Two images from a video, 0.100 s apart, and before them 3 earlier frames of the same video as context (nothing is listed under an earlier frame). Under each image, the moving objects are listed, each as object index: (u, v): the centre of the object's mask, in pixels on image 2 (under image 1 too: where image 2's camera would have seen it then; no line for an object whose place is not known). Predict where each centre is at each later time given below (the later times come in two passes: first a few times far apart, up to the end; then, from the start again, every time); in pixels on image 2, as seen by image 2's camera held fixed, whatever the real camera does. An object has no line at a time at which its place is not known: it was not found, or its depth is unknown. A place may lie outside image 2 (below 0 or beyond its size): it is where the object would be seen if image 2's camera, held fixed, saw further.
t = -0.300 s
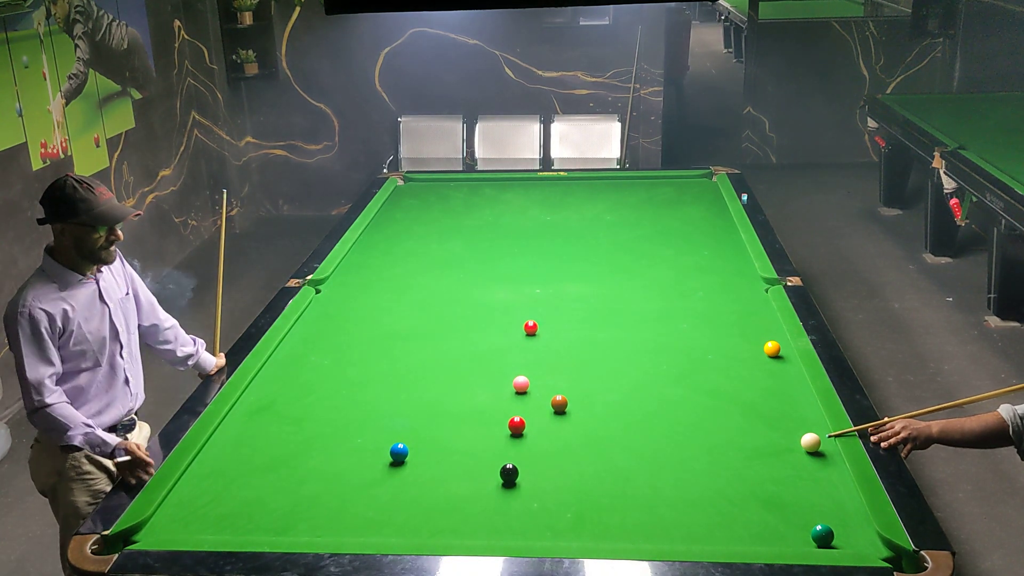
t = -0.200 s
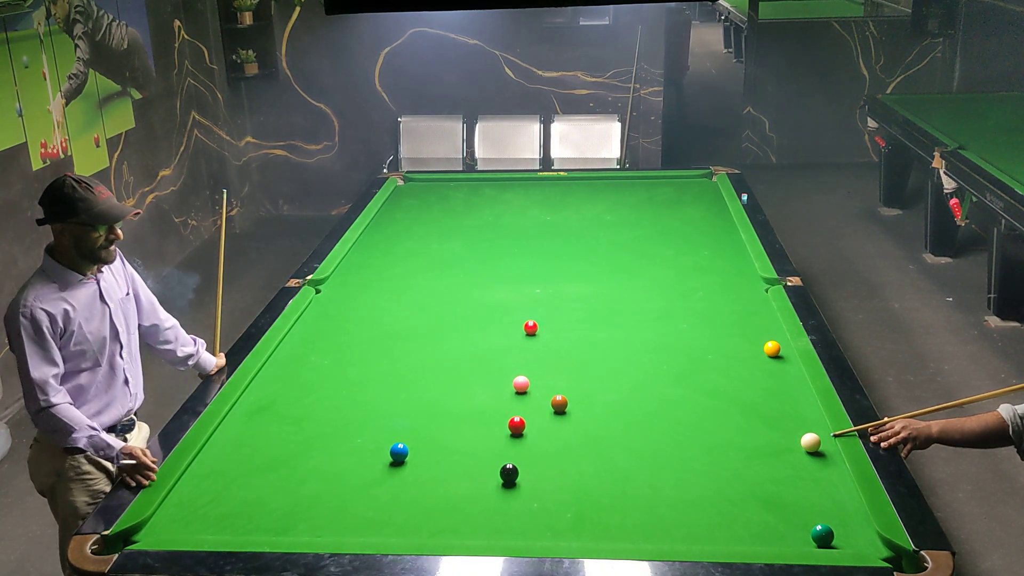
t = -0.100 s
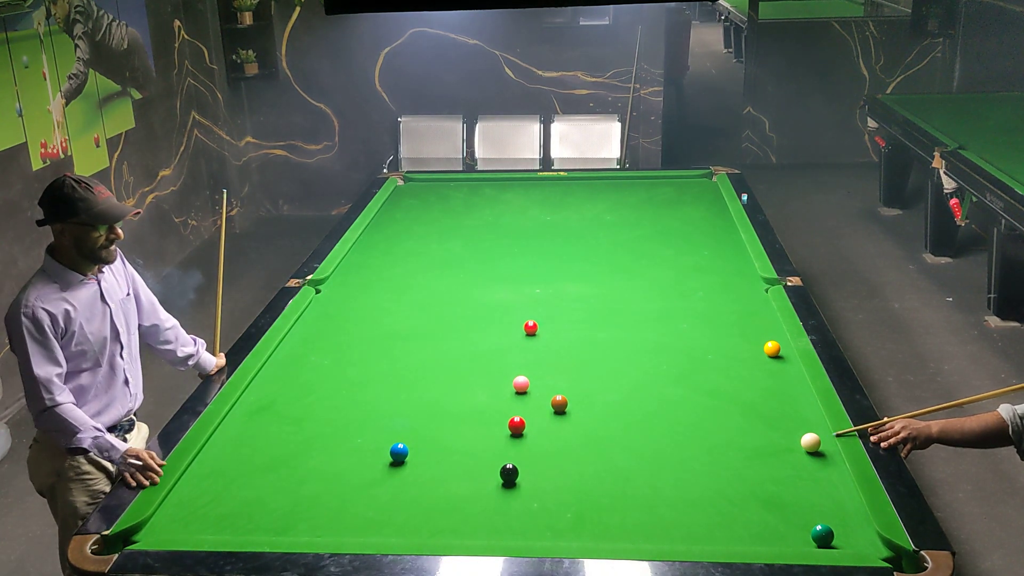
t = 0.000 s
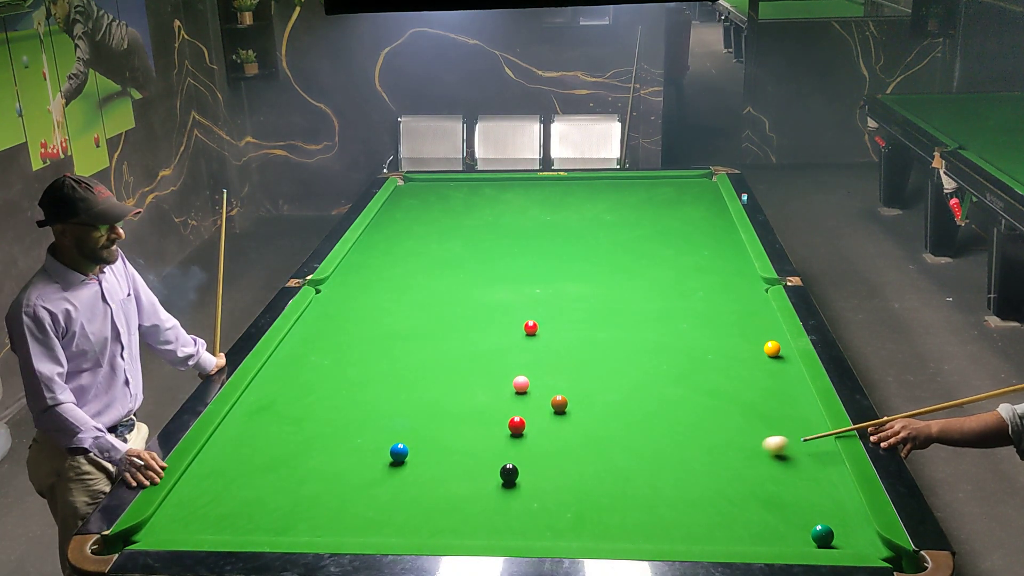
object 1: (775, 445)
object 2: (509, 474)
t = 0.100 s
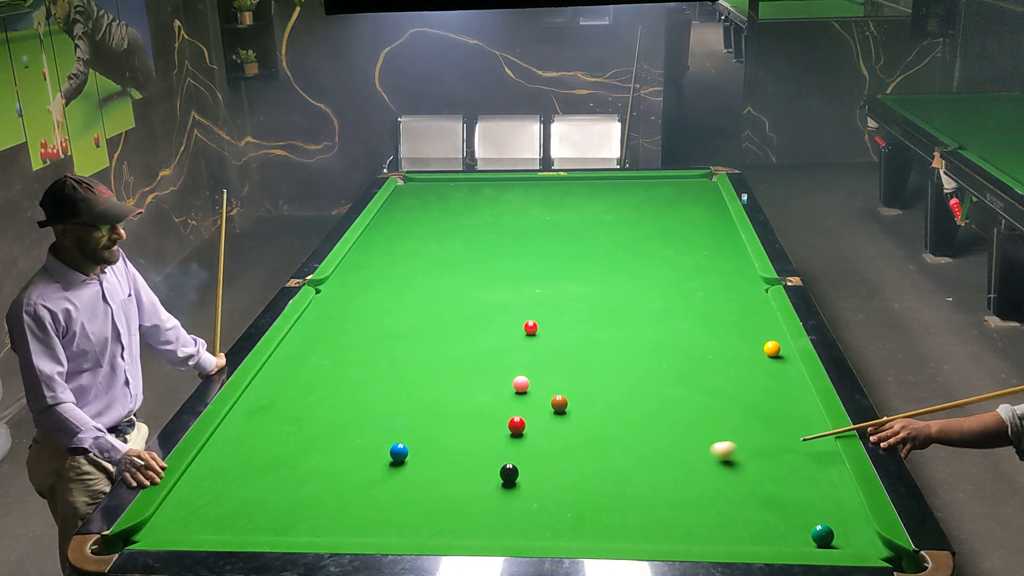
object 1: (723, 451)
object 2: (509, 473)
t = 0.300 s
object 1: (620, 461)
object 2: (509, 473)
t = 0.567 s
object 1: (524, 474)
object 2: (470, 475)
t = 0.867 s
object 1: (485, 483)
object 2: (365, 484)
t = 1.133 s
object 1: (452, 492)
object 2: (277, 492)
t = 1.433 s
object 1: (418, 500)
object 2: (180, 499)
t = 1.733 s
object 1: (386, 508)
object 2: (222, 506)
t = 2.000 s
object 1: (361, 514)
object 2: (270, 511)
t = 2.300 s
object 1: (338, 522)
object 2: (317, 517)
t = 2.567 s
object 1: (353, 532)
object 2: (318, 516)
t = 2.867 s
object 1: (368, 529)
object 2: (318, 516)
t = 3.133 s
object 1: (380, 525)
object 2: (318, 517)
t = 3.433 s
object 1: (390, 521)
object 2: (318, 517)
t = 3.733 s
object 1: (396, 518)
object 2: (318, 517)
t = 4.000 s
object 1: (397, 518)
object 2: (318, 517)
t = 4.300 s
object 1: (396, 518)
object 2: (318, 516)
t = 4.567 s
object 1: (396, 518)
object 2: (318, 517)
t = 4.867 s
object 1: (396, 518)
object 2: (318, 517)
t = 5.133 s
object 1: (396, 518)
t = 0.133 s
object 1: (706, 452)
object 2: (509, 473)
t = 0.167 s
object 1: (689, 454)
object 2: (509, 473)
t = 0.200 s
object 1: (672, 456)
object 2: (509, 473)
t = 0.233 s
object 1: (654, 458)
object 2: (509, 473)
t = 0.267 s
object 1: (638, 459)
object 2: (509, 474)
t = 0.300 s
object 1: (620, 461)
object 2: (509, 473)
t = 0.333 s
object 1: (603, 463)
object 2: (509, 474)
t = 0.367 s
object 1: (587, 465)
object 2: (509, 474)
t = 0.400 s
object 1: (569, 466)
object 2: (509, 474)
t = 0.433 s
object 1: (552, 468)
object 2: (509, 474)
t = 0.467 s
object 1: (535, 470)
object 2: (509, 474)
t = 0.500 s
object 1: (528, 473)
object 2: (498, 473)
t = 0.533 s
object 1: (527, 474)
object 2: (484, 474)
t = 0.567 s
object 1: (524, 474)
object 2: (470, 475)
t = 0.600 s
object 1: (520, 475)
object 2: (456, 477)
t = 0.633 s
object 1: (515, 476)
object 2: (444, 478)
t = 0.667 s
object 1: (511, 478)
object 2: (433, 478)
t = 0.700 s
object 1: (507, 478)
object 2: (421, 479)
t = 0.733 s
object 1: (502, 479)
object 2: (410, 480)
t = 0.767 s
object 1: (498, 480)
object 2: (399, 481)
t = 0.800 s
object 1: (493, 481)
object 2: (387, 482)
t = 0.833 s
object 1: (489, 482)
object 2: (377, 483)
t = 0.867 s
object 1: (485, 483)
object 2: (365, 484)
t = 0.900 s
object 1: (481, 485)
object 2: (354, 485)
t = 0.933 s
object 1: (477, 486)
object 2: (343, 486)
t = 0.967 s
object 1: (472, 486)
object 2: (332, 487)
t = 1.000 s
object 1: (468, 487)
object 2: (321, 488)
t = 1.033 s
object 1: (464, 488)
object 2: (310, 489)
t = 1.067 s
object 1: (460, 489)
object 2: (299, 490)
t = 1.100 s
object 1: (456, 491)
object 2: (288, 491)
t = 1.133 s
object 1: (452, 492)
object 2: (277, 492)
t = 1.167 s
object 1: (448, 492)
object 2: (266, 492)
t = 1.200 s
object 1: (444, 493)
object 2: (255, 493)
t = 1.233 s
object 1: (440, 494)
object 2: (245, 494)
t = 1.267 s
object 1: (436, 495)
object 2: (233, 495)
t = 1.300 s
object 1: (433, 496)
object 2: (223, 496)
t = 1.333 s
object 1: (429, 497)
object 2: (212, 497)
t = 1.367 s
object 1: (425, 498)
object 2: (201, 498)
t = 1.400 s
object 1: (421, 499)
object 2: (191, 499)
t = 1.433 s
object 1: (418, 500)
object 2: (180, 499)
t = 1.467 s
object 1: (414, 501)
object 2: (172, 501)
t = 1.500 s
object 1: (410, 502)
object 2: (179, 501)
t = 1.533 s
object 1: (407, 502)
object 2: (185, 502)
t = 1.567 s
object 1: (403, 503)
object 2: (192, 503)
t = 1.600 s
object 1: (400, 504)
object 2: (198, 503)
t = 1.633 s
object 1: (396, 505)
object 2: (204, 504)
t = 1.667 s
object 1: (393, 505)
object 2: (210, 505)
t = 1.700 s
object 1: (389, 507)
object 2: (216, 505)
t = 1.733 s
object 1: (386, 508)
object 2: (222, 506)
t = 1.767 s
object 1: (383, 508)
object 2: (228, 507)
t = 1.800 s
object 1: (380, 509)
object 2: (234, 507)
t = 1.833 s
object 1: (376, 510)
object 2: (241, 507)
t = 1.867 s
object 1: (373, 511)
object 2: (246, 509)
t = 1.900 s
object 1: (370, 512)
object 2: (252, 509)
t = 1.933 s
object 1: (367, 512)
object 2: (258, 510)
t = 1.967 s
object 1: (364, 513)
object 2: (264, 510)
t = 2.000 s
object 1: (361, 514)
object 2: (270, 511)
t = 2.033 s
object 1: (358, 515)
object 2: (275, 512)
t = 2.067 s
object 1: (355, 516)
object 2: (281, 513)
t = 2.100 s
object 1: (352, 517)
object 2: (287, 513)
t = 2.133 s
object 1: (349, 518)
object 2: (292, 514)
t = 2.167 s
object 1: (346, 519)
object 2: (298, 515)
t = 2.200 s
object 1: (343, 519)
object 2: (303, 516)
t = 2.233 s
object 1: (341, 520)
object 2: (309, 516)
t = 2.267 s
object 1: (338, 521)
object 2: (315, 517)
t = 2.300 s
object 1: (338, 522)
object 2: (317, 517)
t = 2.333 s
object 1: (340, 524)
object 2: (317, 517)
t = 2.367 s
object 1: (342, 526)
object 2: (317, 517)
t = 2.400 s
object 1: (344, 527)
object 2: (317, 516)
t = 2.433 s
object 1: (346, 528)
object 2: (318, 516)
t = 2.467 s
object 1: (348, 529)
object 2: (318, 517)
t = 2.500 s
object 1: (349, 530)
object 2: (318, 517)
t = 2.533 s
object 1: (351, 531)
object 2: (318, 517)
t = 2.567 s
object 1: (353, 532)
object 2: (318, 516)
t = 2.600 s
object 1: (355, 532)
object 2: (318, 516)
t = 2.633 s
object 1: (356, 532)
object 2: (318, 516)
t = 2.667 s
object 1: (358, 532)
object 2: (318, 516)
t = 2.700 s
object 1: (360, 531)
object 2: (318, 516)
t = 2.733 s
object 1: (362, 531)
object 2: (318, 517)
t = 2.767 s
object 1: (364, 530)
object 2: (318, 516)
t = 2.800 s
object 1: (365, 530)
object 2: (318, 516)
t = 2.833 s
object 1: (367, 529)
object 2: (318, 517)
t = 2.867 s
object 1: (368, 529)
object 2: (318, 516)
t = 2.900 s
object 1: (370, 529)
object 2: (318, 517)
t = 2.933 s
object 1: (372, 528)
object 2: (318, 516)
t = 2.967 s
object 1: (373, 528)
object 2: (318, 517)
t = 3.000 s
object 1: (375, 527)
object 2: (318, 517)
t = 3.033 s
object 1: (376, 527)
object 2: (318, 517)
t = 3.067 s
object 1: (377, 526)
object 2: (318, 517)
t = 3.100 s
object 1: (379, 525)
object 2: (318, 517)
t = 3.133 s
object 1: (380, 525)
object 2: (318, 517)
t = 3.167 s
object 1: (381, 525)
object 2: (318, 517)
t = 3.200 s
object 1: (383, 524)
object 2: (318, 516)
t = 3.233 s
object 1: (384, 524)
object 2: (318, 516)
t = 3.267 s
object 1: (385, 523)
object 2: (318, 516)
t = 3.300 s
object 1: (386, 522)
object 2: (318, 517)
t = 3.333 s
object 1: (387, 523)
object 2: (318, 517)
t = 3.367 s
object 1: (388, 522)
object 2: (318, 517)
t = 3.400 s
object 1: (389, 521)
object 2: (318, 516)
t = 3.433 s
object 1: (390, 521)
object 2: (318, 517)
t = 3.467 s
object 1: (391, 521)
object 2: (318, 517)
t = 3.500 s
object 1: (392, 520)
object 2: (318, 517)
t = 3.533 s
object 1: (392, 520)
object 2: (318, 517)
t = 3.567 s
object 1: (393, 520)
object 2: (318, 517)
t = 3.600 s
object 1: (394, 519)
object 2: (318, 517)
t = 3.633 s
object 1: (394, 519)
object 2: (318, 517)
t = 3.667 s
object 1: (395, 519)
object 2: (318, 517)
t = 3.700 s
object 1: (395, 519)
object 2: (318, 517)
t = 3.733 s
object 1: (396, 518)
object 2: (318, 517)
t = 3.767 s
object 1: (396, 518)
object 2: (318, 517)
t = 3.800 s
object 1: (396, 518)
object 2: (318, 517)
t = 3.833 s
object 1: (396, 518)
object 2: (318, 517)
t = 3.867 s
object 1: (397, 518)
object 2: (318, 517)
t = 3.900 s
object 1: (397, 518)
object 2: (318, 516)
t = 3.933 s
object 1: (397, 518)
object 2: (318, 517)
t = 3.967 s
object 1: (397, 518)
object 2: (318, 517)
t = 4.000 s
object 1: (397, 518)
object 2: (318, 517)
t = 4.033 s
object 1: (396, 518)
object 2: (318, 517)
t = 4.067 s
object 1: (396, 518)
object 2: (318, 517)
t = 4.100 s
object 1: (396, 518)
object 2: (318, 517)
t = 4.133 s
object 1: (396, 518)
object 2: (318, 517)
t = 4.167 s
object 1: (396, 518)
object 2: (318, 517)
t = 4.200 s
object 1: (396, 518)
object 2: (318, 517)
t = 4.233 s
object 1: (396, 518)
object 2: (318, 517)
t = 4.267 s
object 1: (396, 518)
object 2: (318, 517)
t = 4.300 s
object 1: (396, 518)
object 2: (318, 516)
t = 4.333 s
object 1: (396, 518)
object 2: (318, 516)
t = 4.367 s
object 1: (396, 518)
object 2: (318, 516)
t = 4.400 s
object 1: (396, 518)
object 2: (318, 517)
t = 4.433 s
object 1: (396, 518)
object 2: (318, 517)
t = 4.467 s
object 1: (396, 518)
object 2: (318, 517)
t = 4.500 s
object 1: (396, 518)
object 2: (318, 516)
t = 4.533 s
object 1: (396, 518)
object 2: (318, 517)
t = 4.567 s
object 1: (396, 518)
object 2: (318, 517)
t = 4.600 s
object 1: (396, 518)
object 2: (318, 517)
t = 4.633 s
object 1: (396, 518)
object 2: (318, 517)
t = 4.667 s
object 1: (396, 518)
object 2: (318, 517)
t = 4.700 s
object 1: (396, 518)
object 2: (318, 517)
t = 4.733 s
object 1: (396, 518)
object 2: (318, 517)
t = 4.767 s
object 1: (396, 518)
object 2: (318, 517)
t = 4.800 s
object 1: (396, 518)
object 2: (318, 517)
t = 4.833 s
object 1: (396, 518)
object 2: (318, 517)
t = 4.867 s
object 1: (396, 518)
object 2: (318, 517)
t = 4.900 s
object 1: (396, 518)
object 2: (318, 517)
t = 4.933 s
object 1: (396, 518)
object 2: (318, 517)
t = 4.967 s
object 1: (396, 518)
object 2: (318, 517)
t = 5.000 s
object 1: (396, 518)
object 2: (318, 517)
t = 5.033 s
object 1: (396, 518)
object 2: (318, 517)
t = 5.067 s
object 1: (396, 518)
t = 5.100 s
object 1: (396, 518)
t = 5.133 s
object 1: (396, 518)
